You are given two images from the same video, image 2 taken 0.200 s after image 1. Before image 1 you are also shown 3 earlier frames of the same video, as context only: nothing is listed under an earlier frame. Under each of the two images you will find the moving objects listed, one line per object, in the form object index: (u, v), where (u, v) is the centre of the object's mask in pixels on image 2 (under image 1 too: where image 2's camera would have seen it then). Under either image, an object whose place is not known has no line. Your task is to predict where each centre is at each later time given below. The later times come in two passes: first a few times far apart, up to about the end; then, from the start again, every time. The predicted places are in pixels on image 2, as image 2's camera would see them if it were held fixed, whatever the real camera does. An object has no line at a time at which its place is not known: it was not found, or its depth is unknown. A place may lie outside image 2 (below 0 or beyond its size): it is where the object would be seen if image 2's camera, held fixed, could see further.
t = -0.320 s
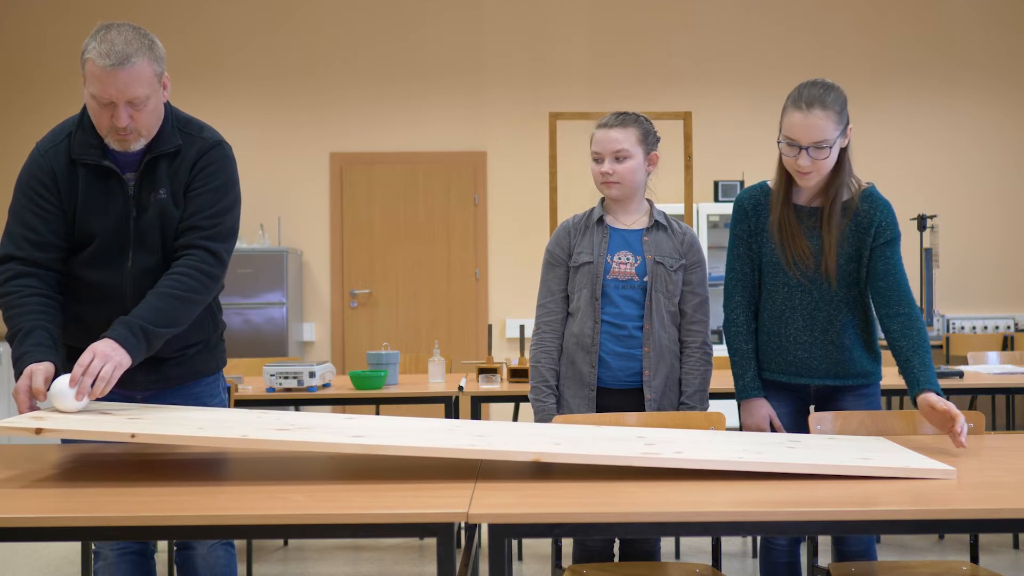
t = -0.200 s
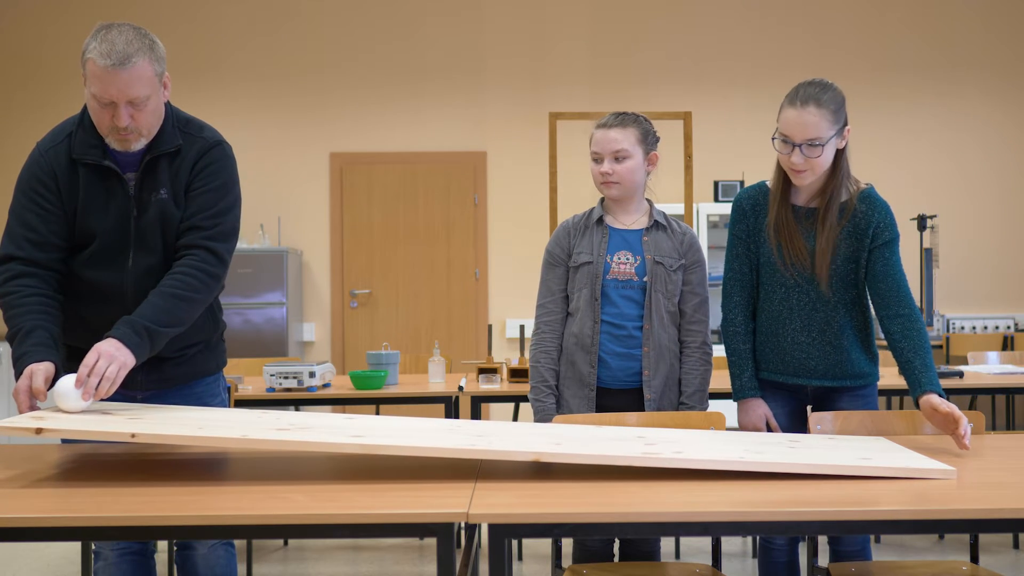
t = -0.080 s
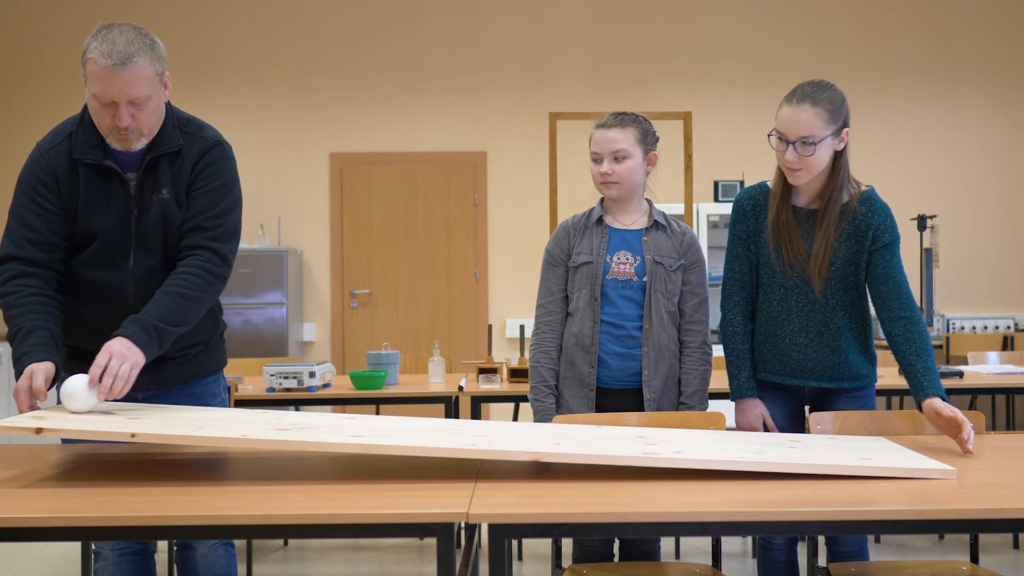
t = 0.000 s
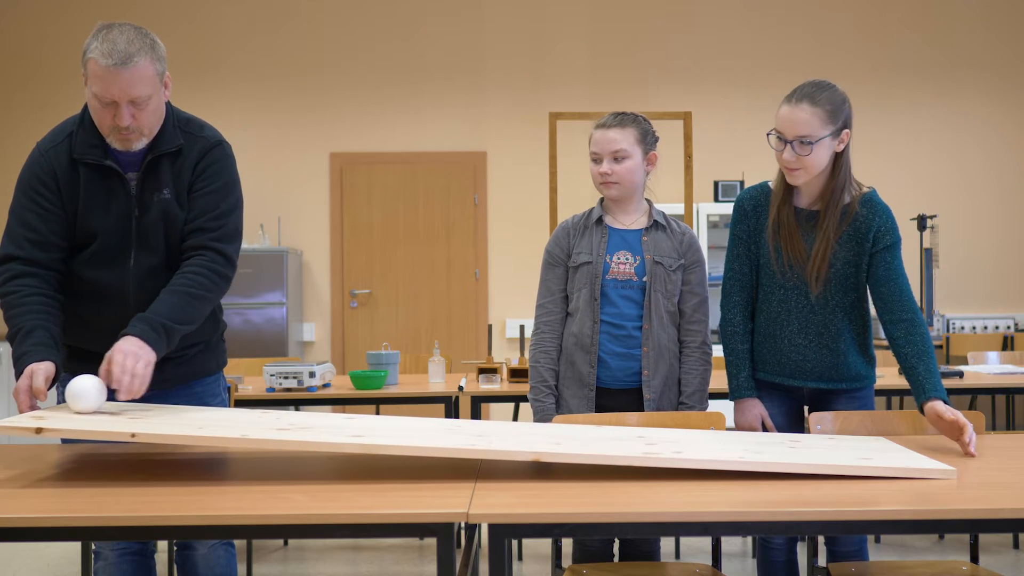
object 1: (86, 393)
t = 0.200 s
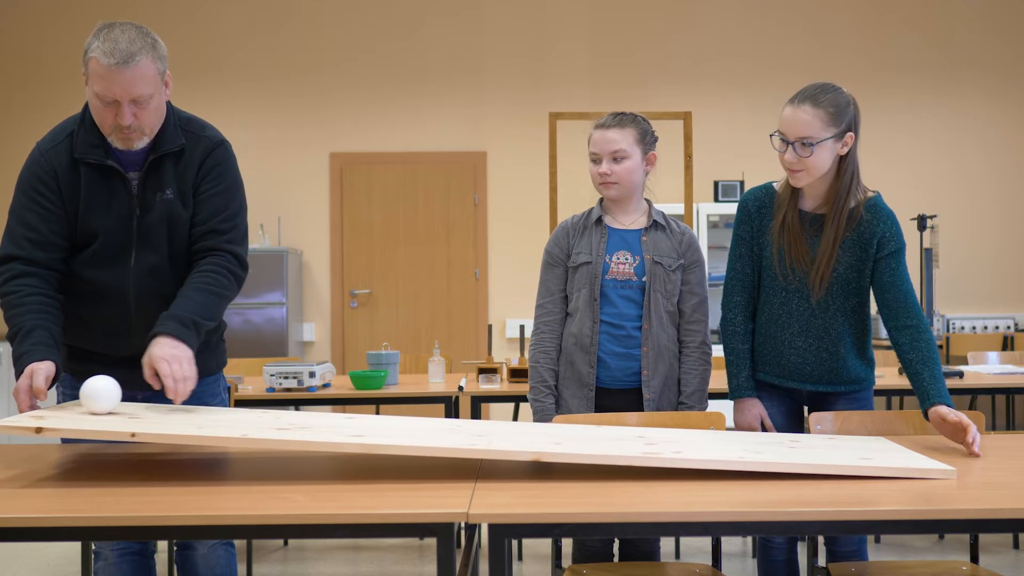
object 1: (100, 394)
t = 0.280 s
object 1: (107, 394)
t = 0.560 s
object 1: (132, 395)
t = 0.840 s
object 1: (161, 394)
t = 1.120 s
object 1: (192, 396)
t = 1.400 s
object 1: (229, 397)
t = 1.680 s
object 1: (268, 400)
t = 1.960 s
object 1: (311, 403)
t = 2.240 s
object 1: (358, 406)
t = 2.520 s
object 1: (408, 410)
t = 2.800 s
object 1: (462, 414)
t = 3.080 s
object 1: (520, 419)
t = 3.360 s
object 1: (582, 423)
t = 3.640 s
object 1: (647, 428)
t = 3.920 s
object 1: (716, 444)
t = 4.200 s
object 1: (788, 456)
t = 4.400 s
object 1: (840, 463)
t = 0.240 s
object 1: (103, 394)
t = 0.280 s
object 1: (107, 394)
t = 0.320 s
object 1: (110, 395)
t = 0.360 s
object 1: (113, 395)
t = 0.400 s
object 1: (117, 395)
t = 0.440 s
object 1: (121, 395)
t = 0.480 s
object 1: (124, 395)
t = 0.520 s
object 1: (128, 395)
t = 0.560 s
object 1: (132, 395)
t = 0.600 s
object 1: (135, 395)
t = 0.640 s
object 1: (140, 395)
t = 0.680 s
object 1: (143, 395)
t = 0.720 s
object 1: (147, 395)
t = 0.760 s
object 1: (152, 394)
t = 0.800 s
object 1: (156, 394)
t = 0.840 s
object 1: (161, 394)
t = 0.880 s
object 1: (165, 394)
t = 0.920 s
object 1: (169, 395)
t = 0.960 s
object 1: (174, 395)
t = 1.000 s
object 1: (178, 395)
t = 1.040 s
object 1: (183, 395)
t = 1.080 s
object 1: (188, 396)
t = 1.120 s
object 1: (192, 396)
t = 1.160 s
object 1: (197, 396)
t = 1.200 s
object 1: (202, 396)
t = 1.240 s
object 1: (207, 397)
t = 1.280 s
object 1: (213, 397)
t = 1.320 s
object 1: (218, 397)
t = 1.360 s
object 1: (223, 397)
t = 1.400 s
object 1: (229, 397)
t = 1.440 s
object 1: (234, 397)
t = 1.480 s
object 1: (240, 398)
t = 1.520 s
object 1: (245, 398)
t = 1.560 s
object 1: (250, 399)
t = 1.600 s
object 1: (257, 399)
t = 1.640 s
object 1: (262, 399)
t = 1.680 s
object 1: (268, 400)
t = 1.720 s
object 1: (274, 400)
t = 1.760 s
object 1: (280, 400)
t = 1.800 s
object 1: (286, 401)
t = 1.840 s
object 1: (292, 401)
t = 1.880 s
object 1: (298, 402)
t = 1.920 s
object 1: (305, 402)
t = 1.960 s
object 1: (311, 403)
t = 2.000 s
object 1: (318, 403)
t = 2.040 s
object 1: (324, 404)
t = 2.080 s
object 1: (331, 404)
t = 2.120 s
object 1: (338, 405)
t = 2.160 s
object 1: (345, 405)
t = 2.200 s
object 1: (351, 406)
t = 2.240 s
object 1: (358, 406)
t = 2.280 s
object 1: (365, 406)
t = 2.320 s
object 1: (372, 407)
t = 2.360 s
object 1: (379, 408)
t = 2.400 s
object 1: (386, 409)
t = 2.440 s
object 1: (394, 409)
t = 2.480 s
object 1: (401, 410)
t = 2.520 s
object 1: (408, 410)
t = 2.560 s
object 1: (416, 410)
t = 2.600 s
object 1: (423, 411)
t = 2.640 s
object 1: (431, 412)
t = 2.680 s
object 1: (439, 413)
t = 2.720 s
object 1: (447, 413)
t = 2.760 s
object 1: (454, 414)
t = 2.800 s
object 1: (462, 414)
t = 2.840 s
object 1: (470, 415)
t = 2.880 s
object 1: (479, 415)
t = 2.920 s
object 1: (487, 416)
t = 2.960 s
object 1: (495, 417)
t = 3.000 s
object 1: (503, 417)
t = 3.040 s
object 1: (511, 418)
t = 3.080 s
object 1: (520, 419)
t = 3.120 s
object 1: (528, 419)
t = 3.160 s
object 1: (537, 420)
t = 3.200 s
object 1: (546, 421)
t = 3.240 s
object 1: (554, 421)
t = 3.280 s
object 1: (563, 422)
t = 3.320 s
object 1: (572, 422)
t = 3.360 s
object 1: (582, 423)
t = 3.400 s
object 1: (591, 424)
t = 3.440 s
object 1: (600, 424)
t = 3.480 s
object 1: (609, 425)
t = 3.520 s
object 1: (619, 426)
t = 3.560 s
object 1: (628, 427)
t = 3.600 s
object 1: (638, 428)
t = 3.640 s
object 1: (647, 428)
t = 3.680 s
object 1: (657, 430)
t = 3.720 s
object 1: (667, 430)
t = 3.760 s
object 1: (677, 431)
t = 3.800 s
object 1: (687, 432)
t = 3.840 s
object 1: (696, 435)
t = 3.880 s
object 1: (706, 439)
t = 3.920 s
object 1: (716, 444)
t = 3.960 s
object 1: (726, 452)
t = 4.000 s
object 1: (737, 461)
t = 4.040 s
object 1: (746, 461)
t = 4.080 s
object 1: (756, 457)
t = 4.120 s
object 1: (767, 455)
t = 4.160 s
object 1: (778, 454)
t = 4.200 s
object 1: (788, 456)
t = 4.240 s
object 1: (798, 460)
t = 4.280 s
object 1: (809, 467)
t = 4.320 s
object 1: (820, 466)
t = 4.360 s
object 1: (830, 463)
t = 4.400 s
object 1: (840, 463)
